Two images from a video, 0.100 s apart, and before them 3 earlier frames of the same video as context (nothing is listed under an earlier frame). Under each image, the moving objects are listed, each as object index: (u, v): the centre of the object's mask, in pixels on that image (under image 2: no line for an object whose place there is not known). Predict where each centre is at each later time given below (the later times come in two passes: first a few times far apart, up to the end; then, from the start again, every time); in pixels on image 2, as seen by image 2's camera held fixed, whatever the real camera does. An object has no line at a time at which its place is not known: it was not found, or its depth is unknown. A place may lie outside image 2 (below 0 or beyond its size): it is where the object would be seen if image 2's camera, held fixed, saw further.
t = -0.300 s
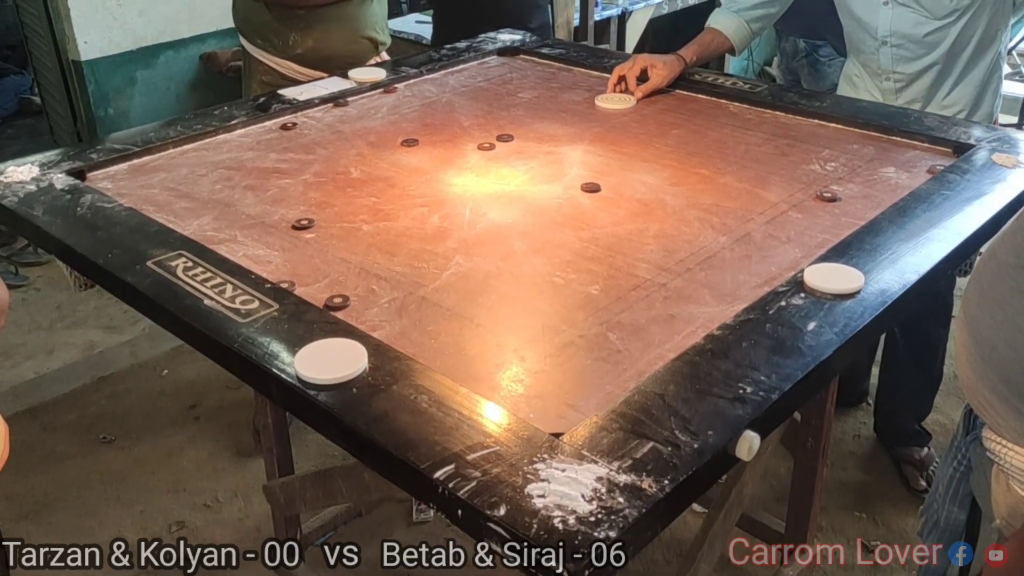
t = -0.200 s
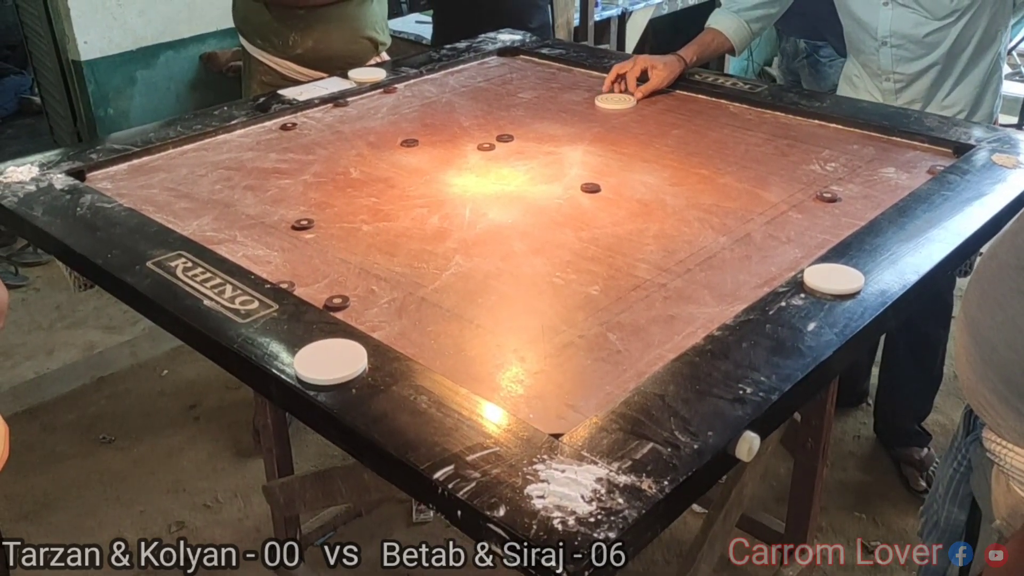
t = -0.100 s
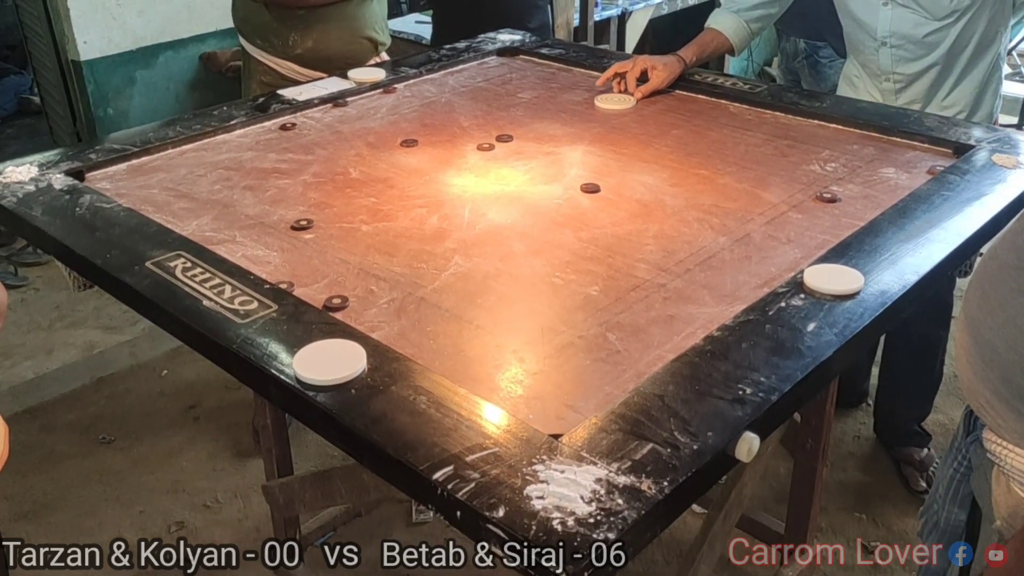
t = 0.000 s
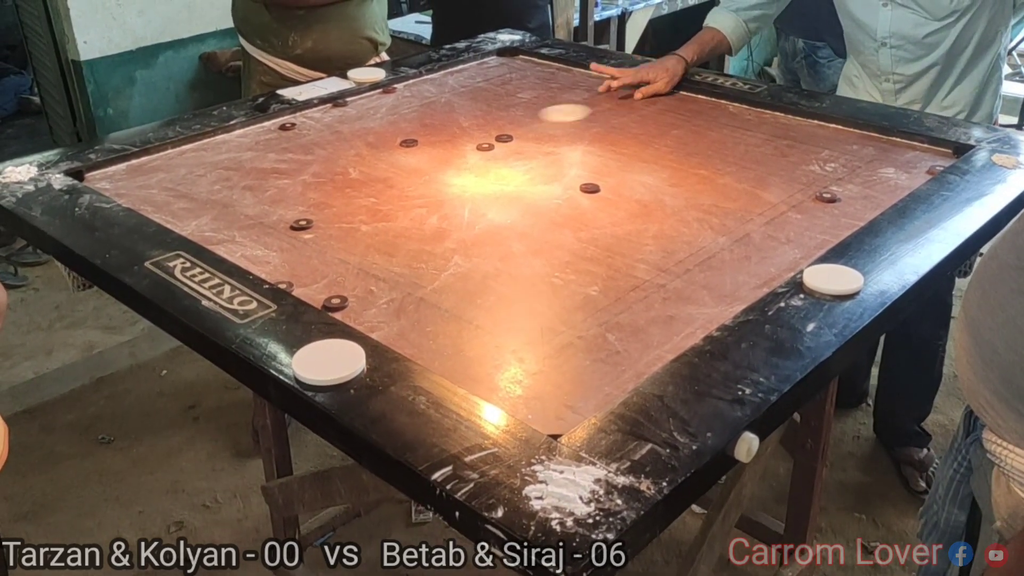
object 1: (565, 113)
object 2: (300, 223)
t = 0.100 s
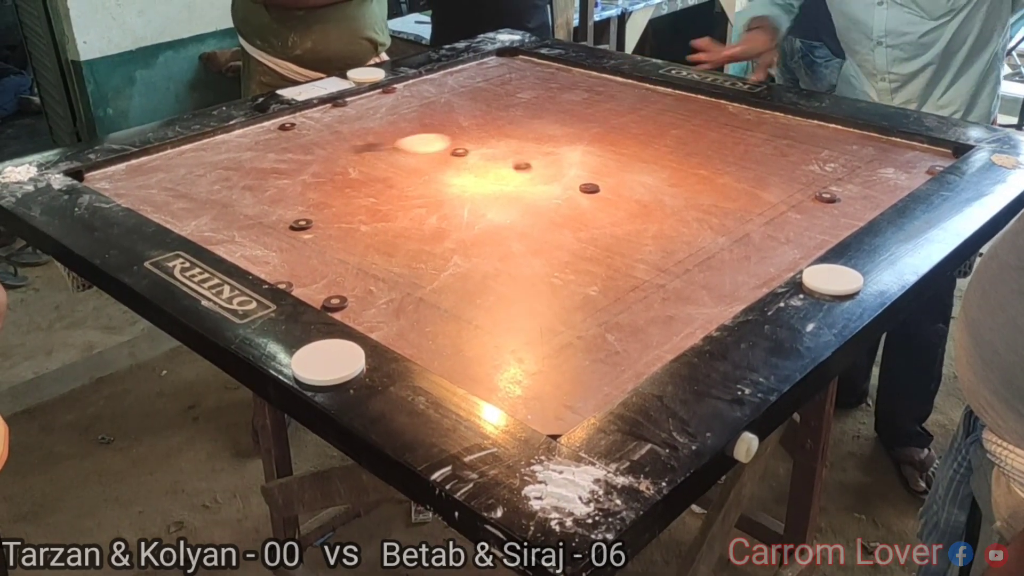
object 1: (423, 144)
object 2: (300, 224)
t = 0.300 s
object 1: (155, 203)
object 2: (300, 224)
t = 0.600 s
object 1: (353, 116)
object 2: (300, 223)
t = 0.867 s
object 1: (470, 80)
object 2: (304, 221)
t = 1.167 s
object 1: (526, 76)
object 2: (318, 214)
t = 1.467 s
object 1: (537, 79)
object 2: (318, 214)
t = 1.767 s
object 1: (537, 79)
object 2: (318, 214)
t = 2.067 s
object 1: (537, 79)
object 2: (318, 215)
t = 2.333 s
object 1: (537, 79)
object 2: (318, 214)
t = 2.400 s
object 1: (537, 79)
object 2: (318, 214)
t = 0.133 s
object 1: (382, 153)
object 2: (300, 224)
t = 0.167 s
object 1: (340, 162)
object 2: (300, 224)
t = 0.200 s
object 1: (295, 172)
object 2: (300, 223)
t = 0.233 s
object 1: (248, 183)
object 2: (300, 224)
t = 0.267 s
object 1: (200, 194)
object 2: (300, 224)
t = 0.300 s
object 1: (155, 203)
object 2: (300, 224)
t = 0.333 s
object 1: (180, 192)
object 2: (300, 224)
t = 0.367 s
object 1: (207, 180)
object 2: (300, 224)
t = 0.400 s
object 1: (232, 169)
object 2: (300, 224)
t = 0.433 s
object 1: (256, 158)
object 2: (300, 224)
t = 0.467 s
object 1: (277, 148)
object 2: (300, 224)
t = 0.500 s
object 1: (297, 140)
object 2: (300, 224)
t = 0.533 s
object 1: (317, 131)
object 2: (300, 224)
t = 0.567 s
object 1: (336, 123)
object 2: (300, 224)
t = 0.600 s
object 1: (353, 116)
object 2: (300, 223)
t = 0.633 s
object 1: (369, 108)
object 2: (300, 224)
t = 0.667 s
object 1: (385, 101)
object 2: (300, 223)
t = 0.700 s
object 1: (399, 96)
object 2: (300, 224)
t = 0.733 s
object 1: (415, 92)
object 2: (301, 223)
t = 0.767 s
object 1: (430, 89)
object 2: (300, 223)
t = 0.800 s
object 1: (445, 86)
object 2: (300, 223)
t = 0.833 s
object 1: (458, 83)
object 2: (301, 223)
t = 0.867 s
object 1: (470, 80)
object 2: (304, 221)
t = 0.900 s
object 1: (483, 78)
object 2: (308, 219)
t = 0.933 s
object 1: (494, 76)
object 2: (312, 218)
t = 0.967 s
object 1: (503, 74)
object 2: (315, 216)
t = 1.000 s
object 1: (508, 73)
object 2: (317, 215)
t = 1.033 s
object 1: (513, 73)
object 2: (318, 214)
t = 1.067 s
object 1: (517, 74)
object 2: (318, 215)
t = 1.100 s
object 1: (520, 75)
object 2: (318, 214)
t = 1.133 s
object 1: (523, 76)
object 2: (318, 215)
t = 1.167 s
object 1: (526, 76)
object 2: (318, 214)
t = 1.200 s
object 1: (529, 77)
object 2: (318, 215)
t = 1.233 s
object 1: (532, 77)
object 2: (318, 214)
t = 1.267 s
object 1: (534, 78)
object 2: (318, 214)
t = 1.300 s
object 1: (535, 78)
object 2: (318, 214)
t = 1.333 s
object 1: (537, 78)
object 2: (318, 215)
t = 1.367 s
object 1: (537, 79)
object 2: (318, 214)
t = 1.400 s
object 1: (537, 79)
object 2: (318, 215)
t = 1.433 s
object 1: (538, 79)
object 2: (318, 215)
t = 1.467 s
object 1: (537, 79)
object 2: (318, 214)
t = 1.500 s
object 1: (537, 79)
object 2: (318, 215)
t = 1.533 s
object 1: (537, 79)
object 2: (318, 214)
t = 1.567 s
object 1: (537, 79)
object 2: (318, 215)
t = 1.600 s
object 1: (537, 79)
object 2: (318, 215)
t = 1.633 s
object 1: (537, 79)
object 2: (318, 215)
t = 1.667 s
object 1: (537, 79)
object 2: (318, 215)
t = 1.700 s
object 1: (537, 79)
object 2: (318, 215)
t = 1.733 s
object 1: (537, 79)
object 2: (318, 215)
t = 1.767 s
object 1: (537, 79)
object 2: (318, 214)
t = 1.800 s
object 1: (537, 79)
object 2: (318, 215)
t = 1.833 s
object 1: (537, 79)
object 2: (318, 215)
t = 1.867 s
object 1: (537, 79)
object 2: (318, 214)
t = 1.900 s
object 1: (537, 79)
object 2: (318, 215)
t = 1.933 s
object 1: (537, 79)
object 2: (318, 215)
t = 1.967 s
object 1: (537, 79)
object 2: (318, 214)
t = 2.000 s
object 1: (537, 79)
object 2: (318, 215)
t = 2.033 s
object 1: (537, 79)
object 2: (318, 214)
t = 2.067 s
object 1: (537, 79)
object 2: (318, 215)
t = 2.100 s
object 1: (537, 79)
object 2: (318, 215)
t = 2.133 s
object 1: (537, 79)
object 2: (318, 214)
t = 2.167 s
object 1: (537, 79)
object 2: (318, 214)
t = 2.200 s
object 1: (537, 79)
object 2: (318, 214)
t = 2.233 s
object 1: (537, 79)
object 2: (318, 214)
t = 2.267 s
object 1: (537, 79)
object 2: (318, 215)
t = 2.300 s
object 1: (537, 79)
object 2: (318, 214)
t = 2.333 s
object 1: (537, 79)
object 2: (318, 214)
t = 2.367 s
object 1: (537, 79)
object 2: (318, 214)
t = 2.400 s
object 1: (537, 79)
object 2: (318, 214)
